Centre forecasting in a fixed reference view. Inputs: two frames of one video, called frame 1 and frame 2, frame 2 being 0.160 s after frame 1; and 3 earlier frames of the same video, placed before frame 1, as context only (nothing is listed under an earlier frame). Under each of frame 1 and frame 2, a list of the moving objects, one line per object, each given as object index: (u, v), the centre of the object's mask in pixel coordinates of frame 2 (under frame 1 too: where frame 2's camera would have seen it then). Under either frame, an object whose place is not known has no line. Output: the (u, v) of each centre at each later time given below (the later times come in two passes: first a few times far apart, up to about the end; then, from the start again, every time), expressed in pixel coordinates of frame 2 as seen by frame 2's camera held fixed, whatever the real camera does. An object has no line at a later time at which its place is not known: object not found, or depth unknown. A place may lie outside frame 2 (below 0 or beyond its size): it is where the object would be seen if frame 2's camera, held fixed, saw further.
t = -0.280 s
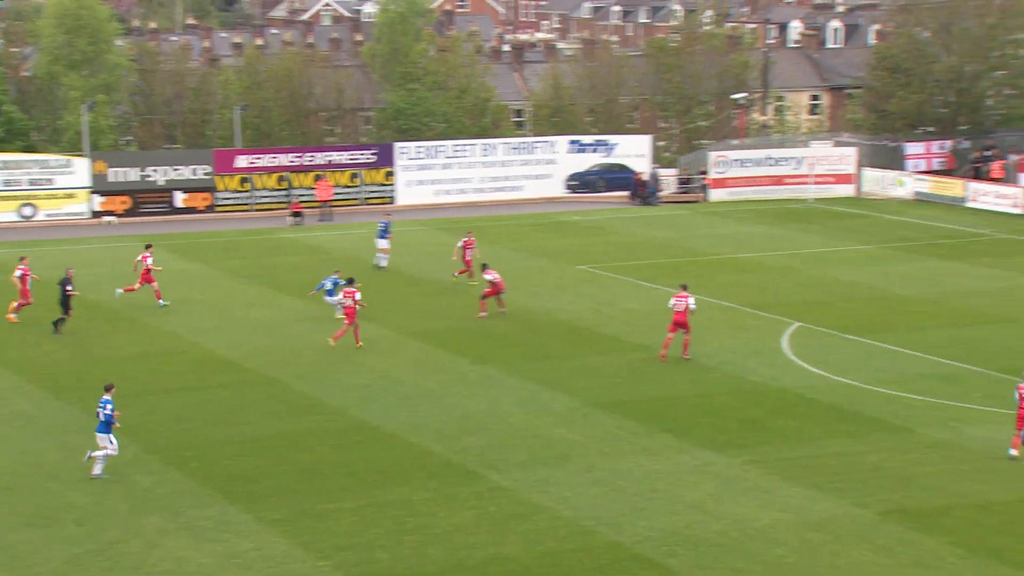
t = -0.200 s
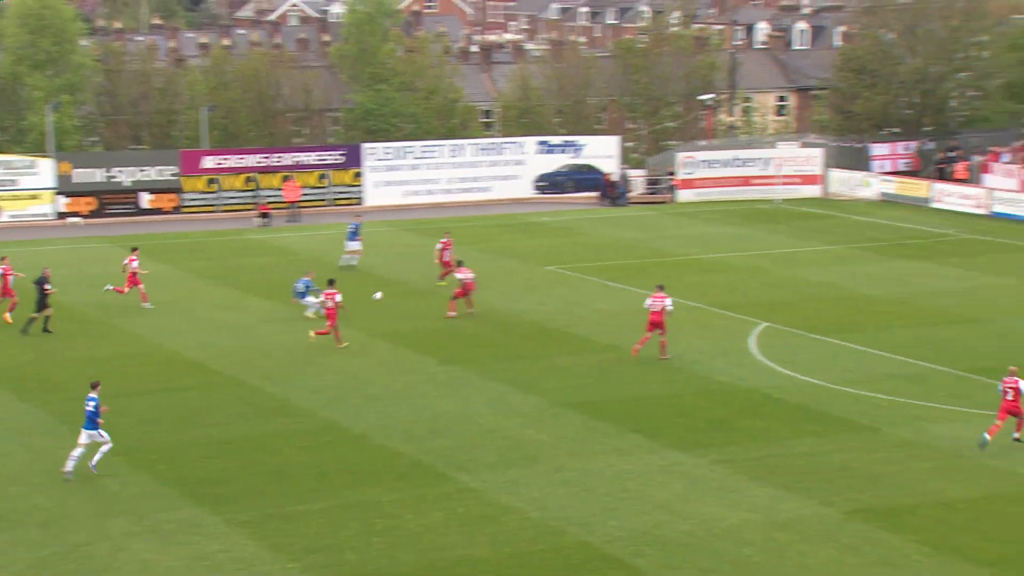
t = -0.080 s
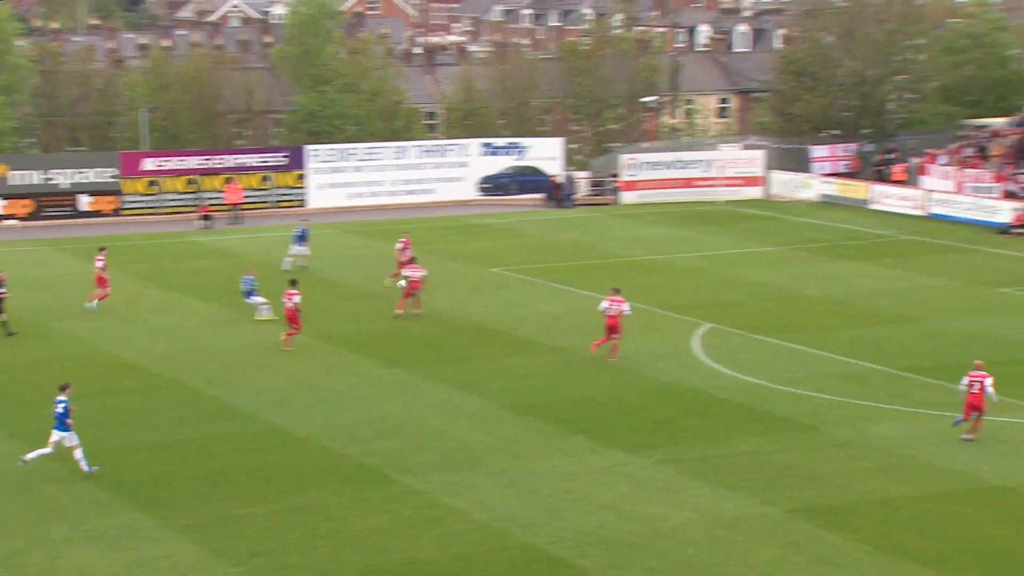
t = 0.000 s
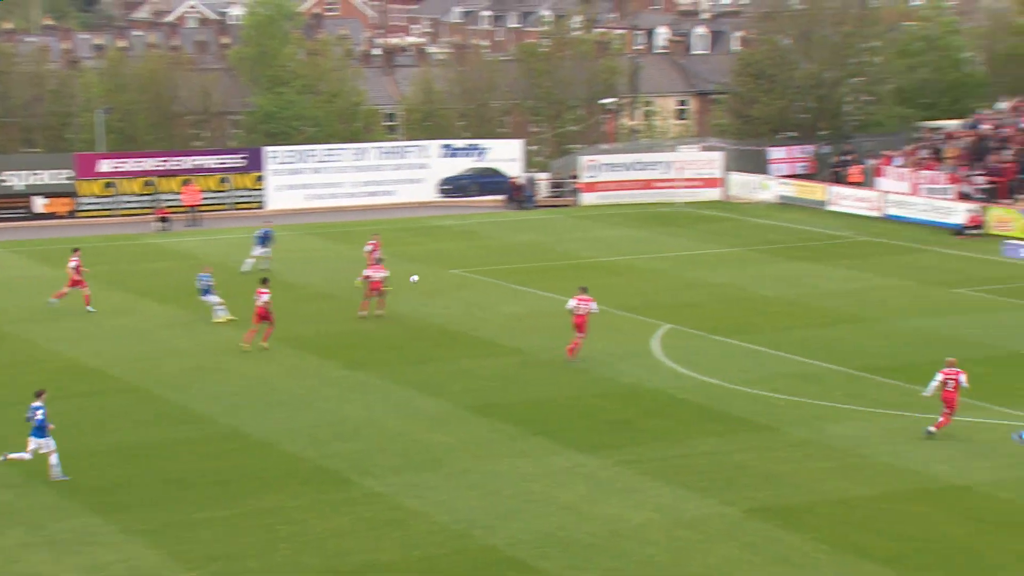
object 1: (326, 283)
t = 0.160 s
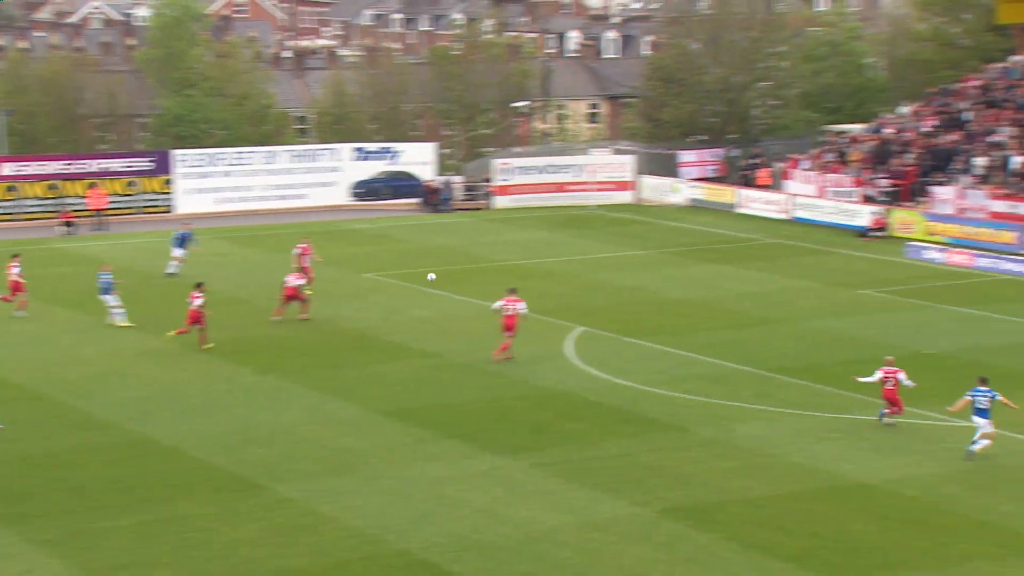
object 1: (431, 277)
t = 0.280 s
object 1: (507, 279)
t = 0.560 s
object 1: (680, 309)
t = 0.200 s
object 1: (457, 277)
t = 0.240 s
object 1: (482, 278)
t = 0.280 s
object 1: (507, 279)
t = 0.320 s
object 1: (532, 282)
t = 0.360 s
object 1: (557, 284)
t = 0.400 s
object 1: (582, 288)
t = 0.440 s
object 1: (607, 292)
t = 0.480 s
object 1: (631, 297)
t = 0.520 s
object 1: (655, 303)
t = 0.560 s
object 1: (680, 309)
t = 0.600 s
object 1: (704, 317)
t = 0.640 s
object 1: (729, 325)
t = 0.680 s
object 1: (753, 334)
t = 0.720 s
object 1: (778, 343)
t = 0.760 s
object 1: (802, 354)
